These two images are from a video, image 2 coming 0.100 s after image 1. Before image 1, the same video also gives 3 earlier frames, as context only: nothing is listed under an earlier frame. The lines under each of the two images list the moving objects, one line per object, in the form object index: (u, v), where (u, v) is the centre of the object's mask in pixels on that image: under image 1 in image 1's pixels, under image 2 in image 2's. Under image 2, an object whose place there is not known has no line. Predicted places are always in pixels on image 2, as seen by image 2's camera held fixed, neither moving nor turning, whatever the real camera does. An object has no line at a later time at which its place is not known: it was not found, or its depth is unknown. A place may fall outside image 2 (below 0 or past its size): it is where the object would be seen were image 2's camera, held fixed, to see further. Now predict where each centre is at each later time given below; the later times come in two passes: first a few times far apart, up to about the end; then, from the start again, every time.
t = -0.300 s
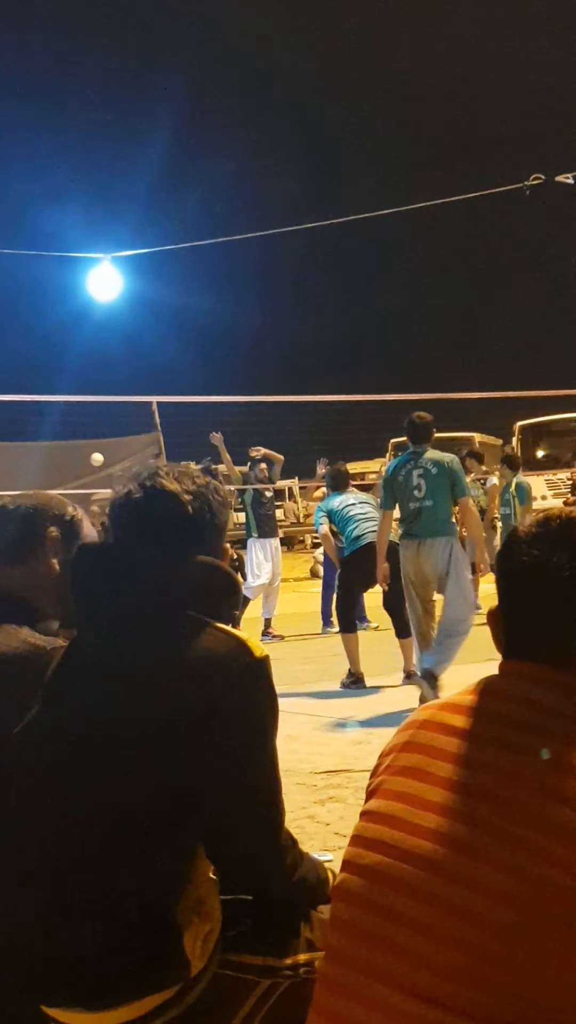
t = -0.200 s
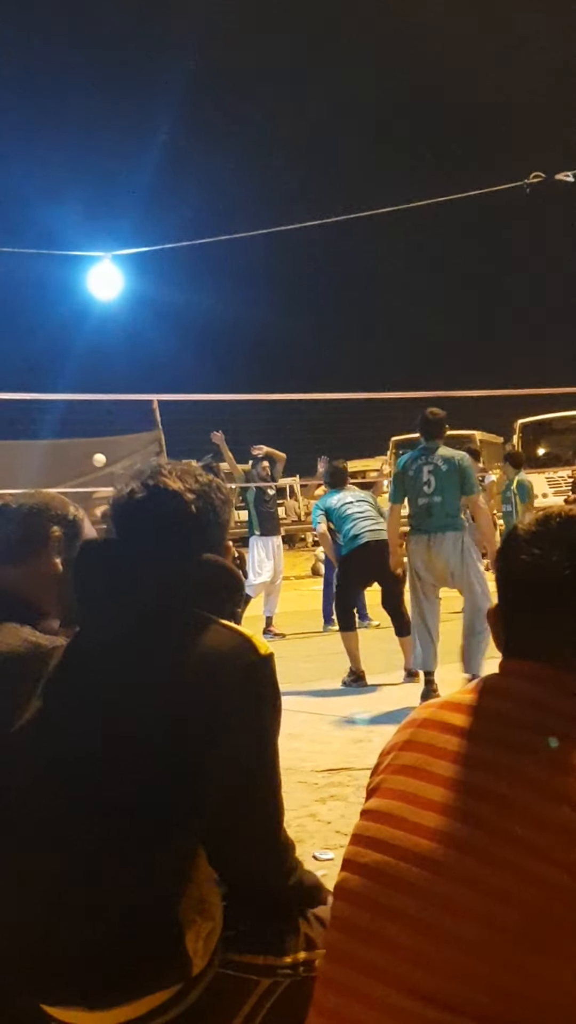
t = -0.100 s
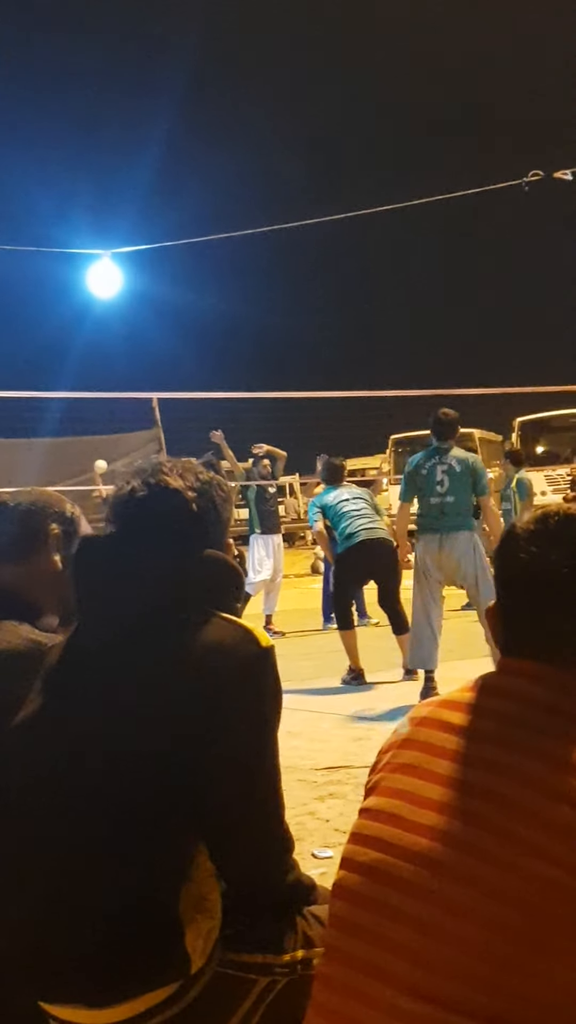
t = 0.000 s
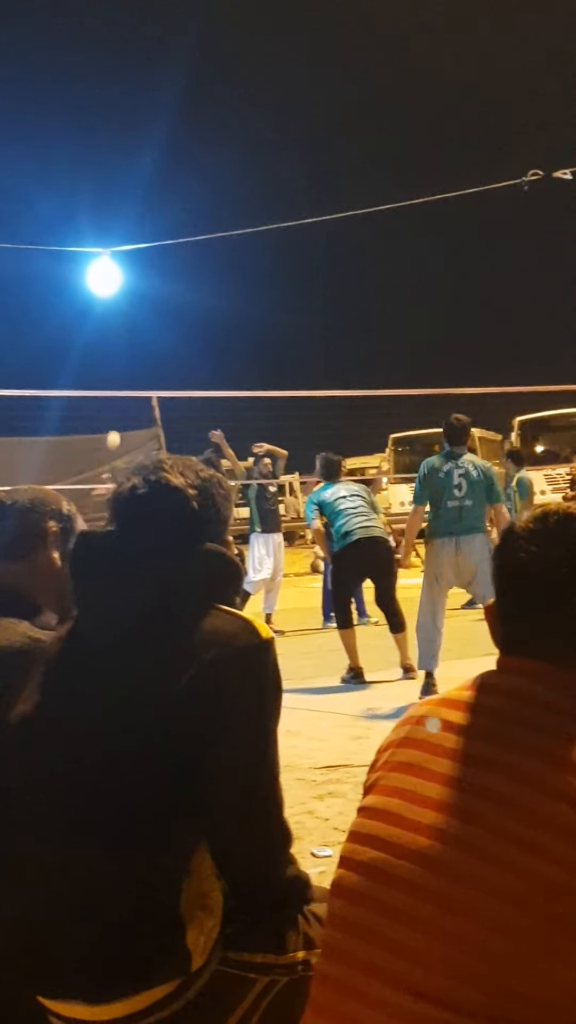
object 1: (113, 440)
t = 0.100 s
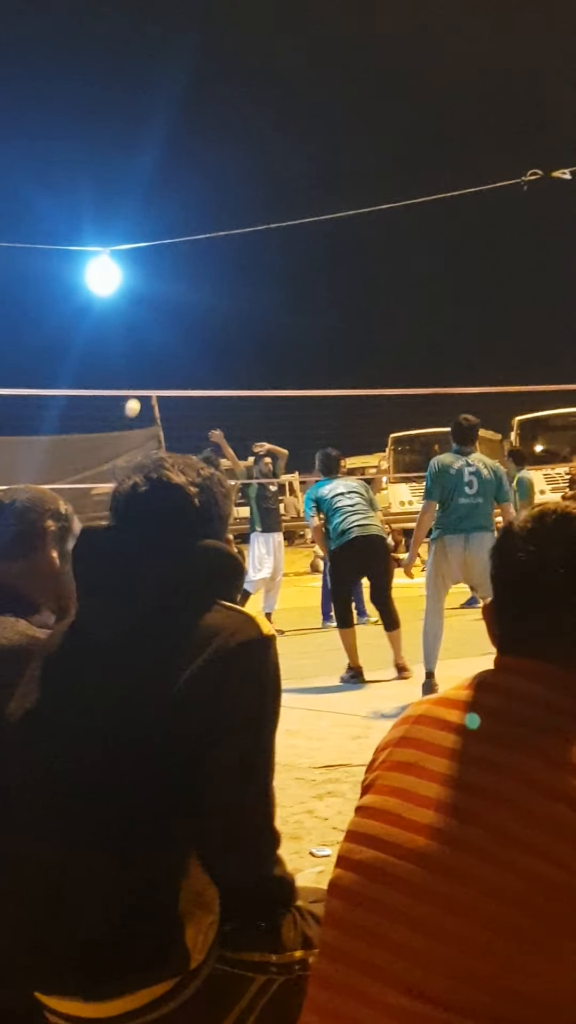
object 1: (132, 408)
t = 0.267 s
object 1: (170, 369)
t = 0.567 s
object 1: (265, 353)
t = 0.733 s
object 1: (337, 387)
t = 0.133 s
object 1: (139, 399)
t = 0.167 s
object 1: (147, 390)
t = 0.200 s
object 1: (154, 382)
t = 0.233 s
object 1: (162, 375)
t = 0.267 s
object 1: (170, 369)
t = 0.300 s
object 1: (179, 363)
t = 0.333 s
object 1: (189, 359)
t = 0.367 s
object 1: (198, 355)
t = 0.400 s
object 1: (209, 352)
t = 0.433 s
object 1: (219, 350)
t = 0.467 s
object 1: (230, 349)
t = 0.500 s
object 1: (241, 349)
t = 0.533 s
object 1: (253, 350)
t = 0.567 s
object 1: (265, 353)
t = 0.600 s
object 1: (278, 357)
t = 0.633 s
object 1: (292, 362)
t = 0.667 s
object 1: (306, 369)
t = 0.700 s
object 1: (321, 377)
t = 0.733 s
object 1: (337, 387)
